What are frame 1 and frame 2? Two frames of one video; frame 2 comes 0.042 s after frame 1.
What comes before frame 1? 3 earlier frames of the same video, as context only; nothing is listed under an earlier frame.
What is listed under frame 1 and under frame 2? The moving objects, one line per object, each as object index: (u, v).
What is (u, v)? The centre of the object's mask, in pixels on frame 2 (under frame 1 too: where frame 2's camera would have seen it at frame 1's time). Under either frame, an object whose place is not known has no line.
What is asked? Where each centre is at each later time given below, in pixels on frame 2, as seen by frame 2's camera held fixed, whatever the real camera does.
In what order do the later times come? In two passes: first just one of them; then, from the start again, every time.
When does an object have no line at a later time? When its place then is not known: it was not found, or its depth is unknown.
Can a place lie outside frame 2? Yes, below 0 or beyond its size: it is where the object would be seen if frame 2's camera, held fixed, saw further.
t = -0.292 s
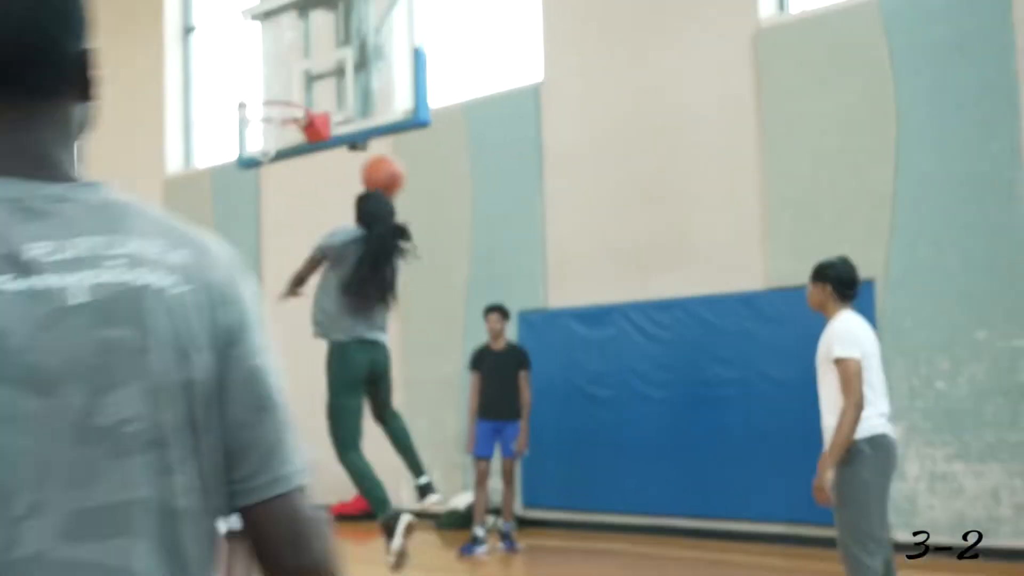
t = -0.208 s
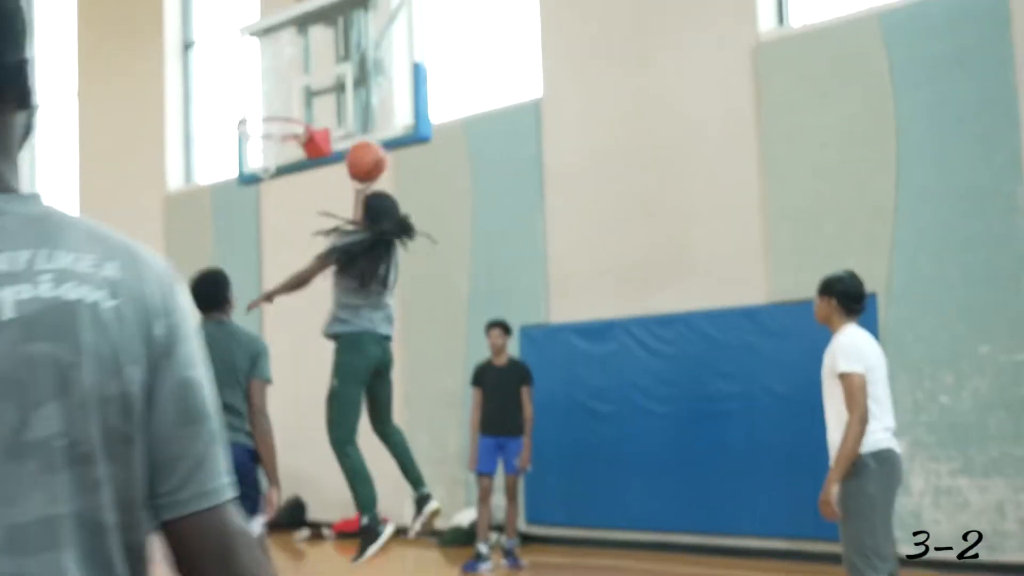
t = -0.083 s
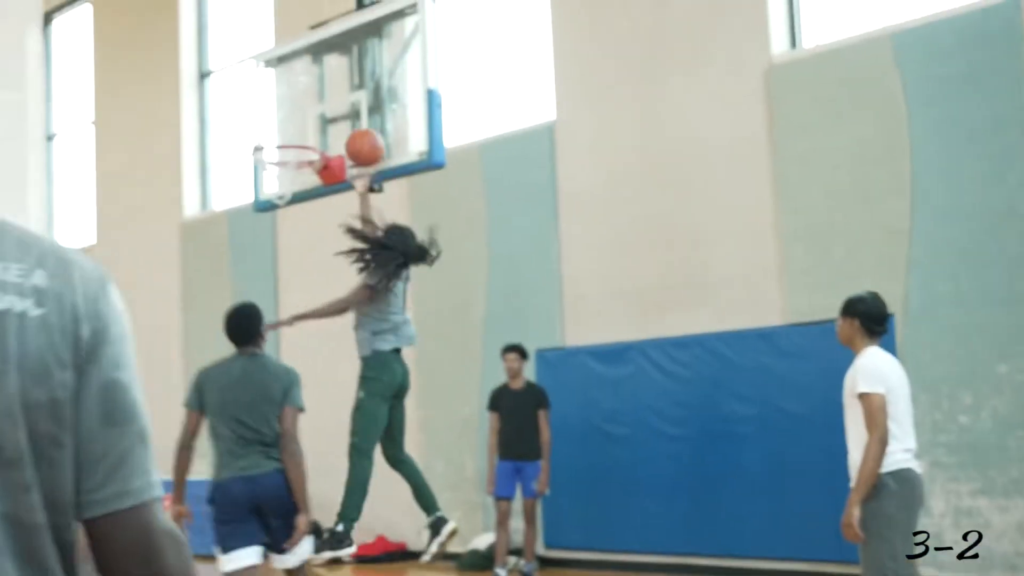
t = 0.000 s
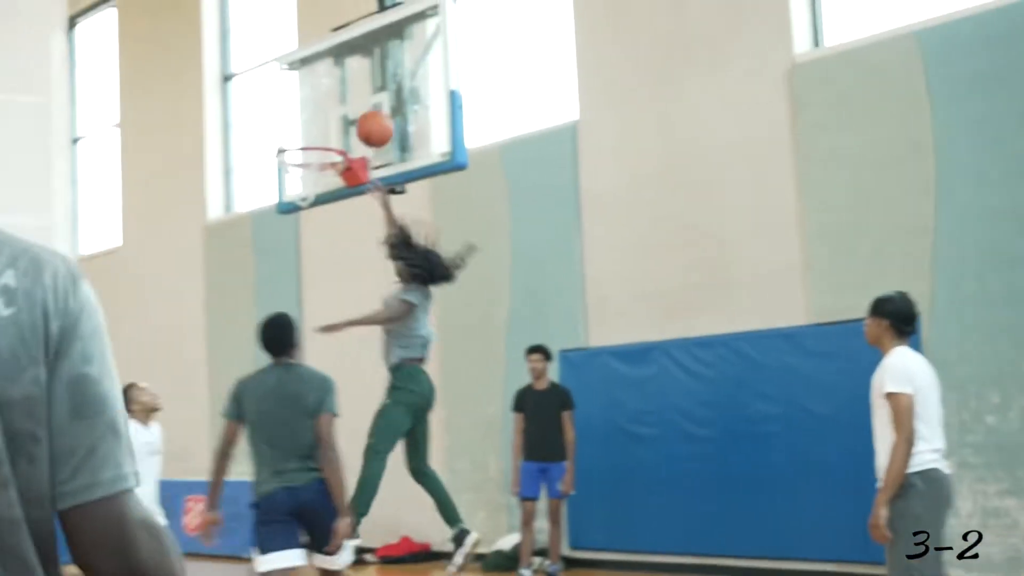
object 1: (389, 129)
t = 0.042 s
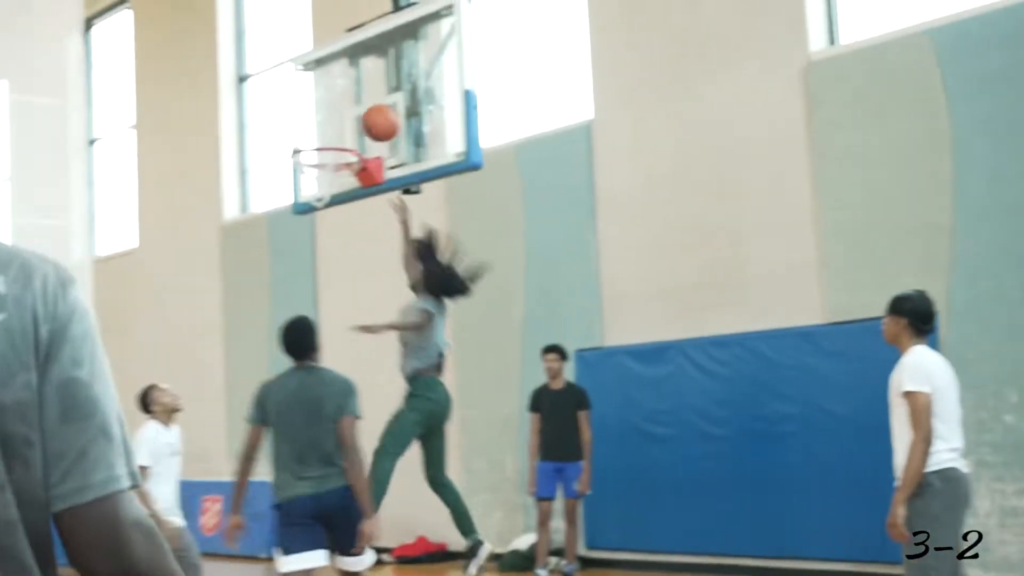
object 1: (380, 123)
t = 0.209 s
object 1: (345, 126)
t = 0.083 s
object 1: (371, 119)
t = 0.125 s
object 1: (362, 119)
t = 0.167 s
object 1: (353, 121)
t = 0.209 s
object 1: (345, 126)
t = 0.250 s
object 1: (336, 133)
